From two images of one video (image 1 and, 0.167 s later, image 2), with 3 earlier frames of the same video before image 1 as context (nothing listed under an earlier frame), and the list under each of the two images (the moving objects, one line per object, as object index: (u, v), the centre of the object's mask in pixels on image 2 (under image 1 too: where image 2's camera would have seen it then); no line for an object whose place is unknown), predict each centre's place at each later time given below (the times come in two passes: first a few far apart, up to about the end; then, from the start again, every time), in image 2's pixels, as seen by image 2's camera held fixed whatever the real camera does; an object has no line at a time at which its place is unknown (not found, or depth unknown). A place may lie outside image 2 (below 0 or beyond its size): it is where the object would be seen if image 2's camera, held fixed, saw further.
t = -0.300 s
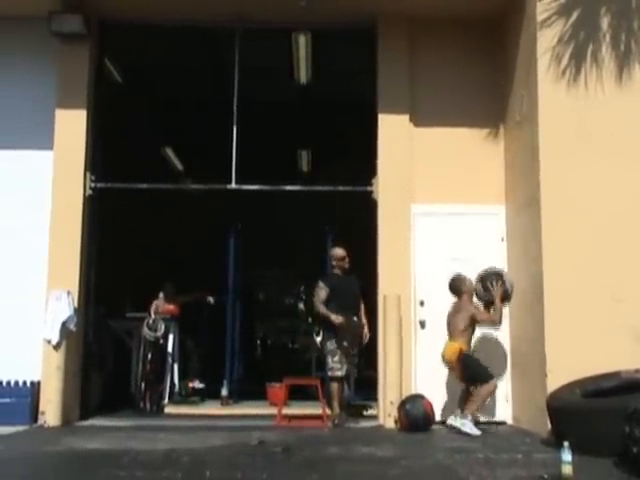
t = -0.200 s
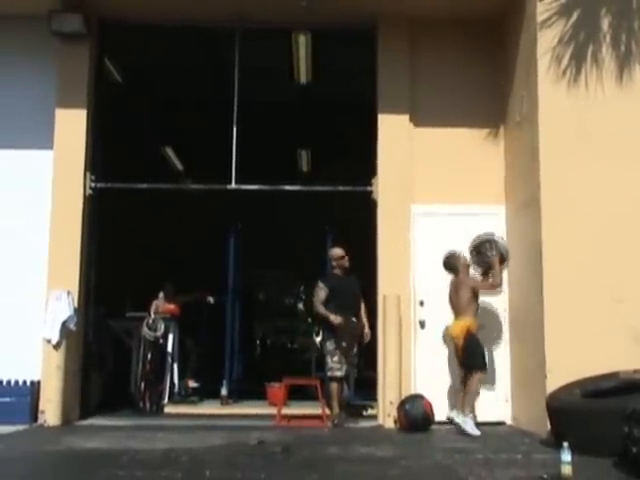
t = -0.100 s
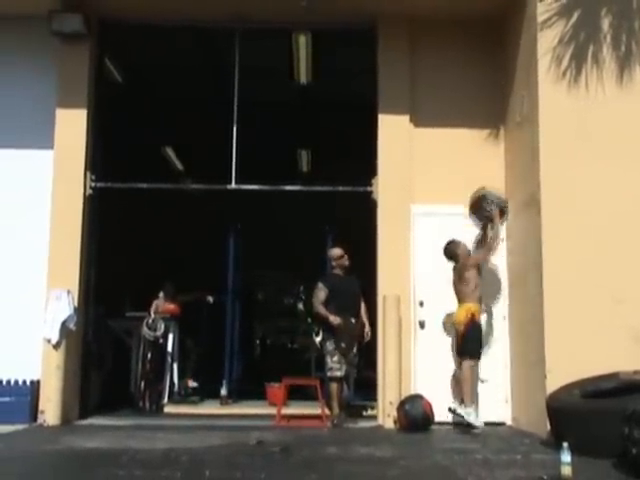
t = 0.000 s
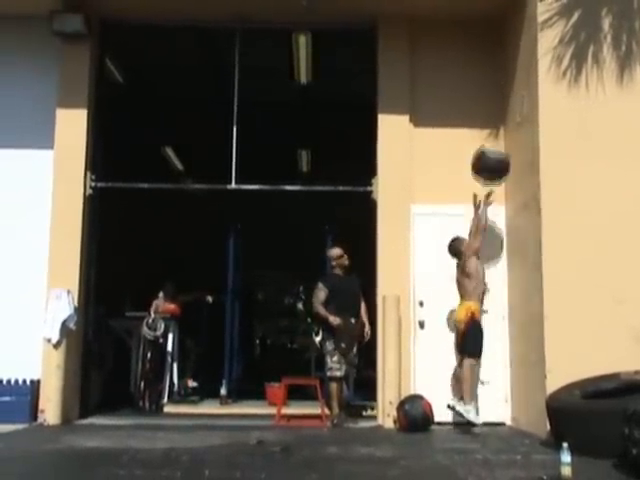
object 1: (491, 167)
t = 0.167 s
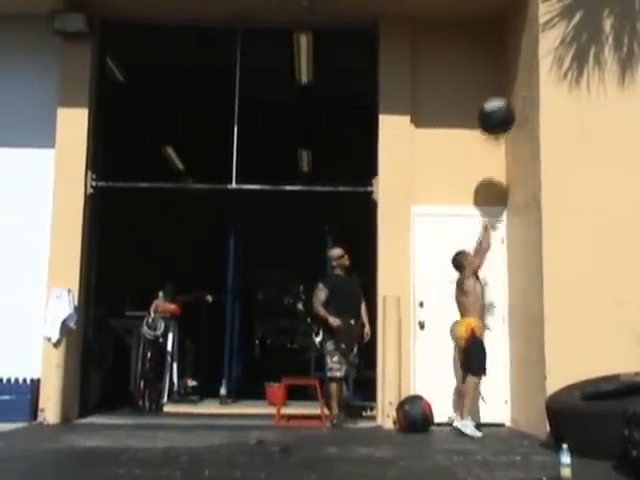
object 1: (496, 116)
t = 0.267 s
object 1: (499, 101)
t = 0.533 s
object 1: (505, 107)
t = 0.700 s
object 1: (499, 141)
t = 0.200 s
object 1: (497, 110)
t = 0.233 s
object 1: (498, 106)
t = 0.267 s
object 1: (499, 101)
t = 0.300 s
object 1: (500, 98)
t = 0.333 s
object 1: (500, 97)
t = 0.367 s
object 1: (501, 96)
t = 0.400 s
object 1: (503, 96)
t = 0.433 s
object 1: (504, 98)
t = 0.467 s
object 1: (505, 100)
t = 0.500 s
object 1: (505, 103)
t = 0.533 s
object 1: (505, 107)
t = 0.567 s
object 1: (505, 110)
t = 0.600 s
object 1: (504, 117)
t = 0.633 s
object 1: (501, 123)
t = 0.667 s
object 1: (500, 131)
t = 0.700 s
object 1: (499, 141)
